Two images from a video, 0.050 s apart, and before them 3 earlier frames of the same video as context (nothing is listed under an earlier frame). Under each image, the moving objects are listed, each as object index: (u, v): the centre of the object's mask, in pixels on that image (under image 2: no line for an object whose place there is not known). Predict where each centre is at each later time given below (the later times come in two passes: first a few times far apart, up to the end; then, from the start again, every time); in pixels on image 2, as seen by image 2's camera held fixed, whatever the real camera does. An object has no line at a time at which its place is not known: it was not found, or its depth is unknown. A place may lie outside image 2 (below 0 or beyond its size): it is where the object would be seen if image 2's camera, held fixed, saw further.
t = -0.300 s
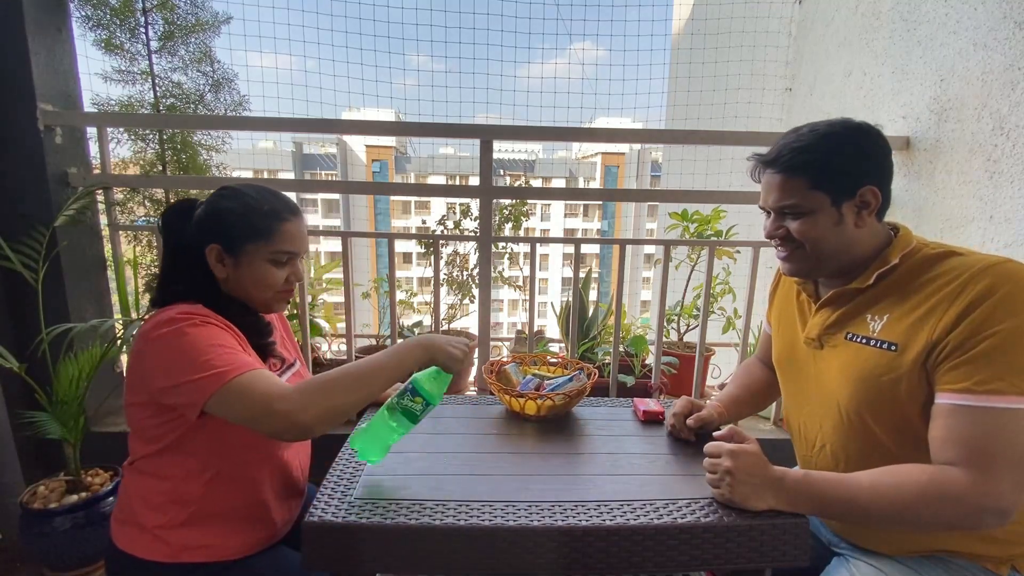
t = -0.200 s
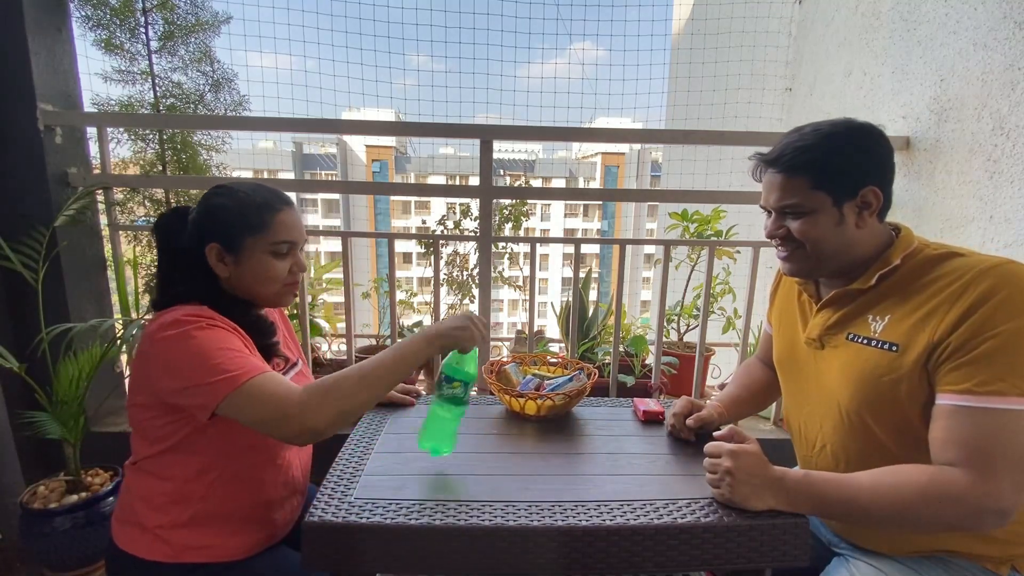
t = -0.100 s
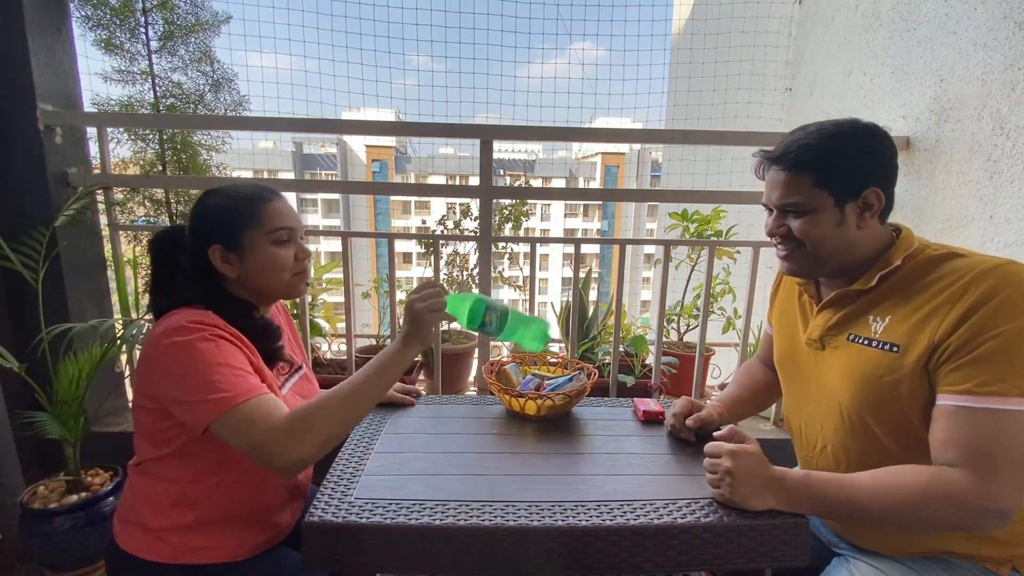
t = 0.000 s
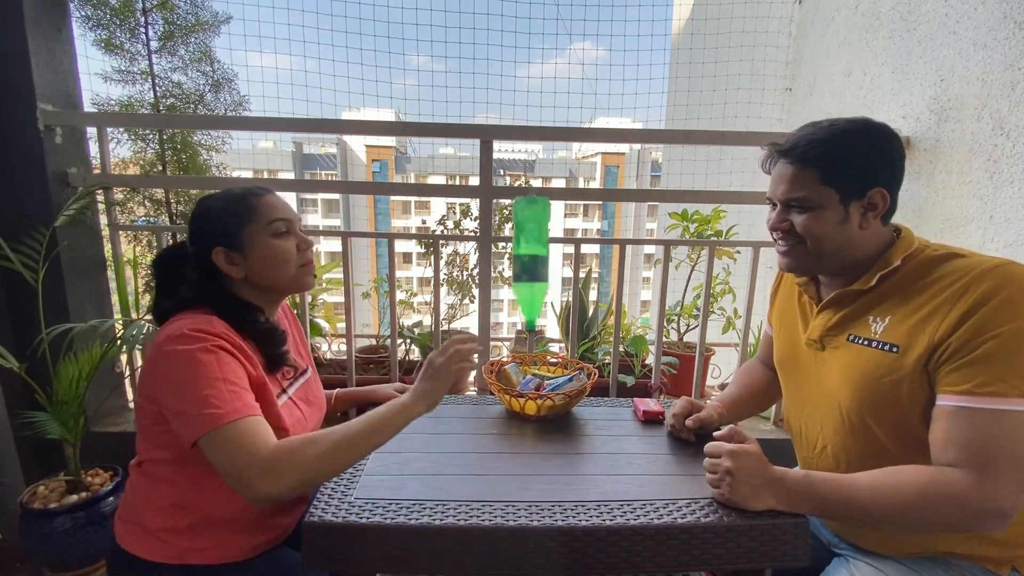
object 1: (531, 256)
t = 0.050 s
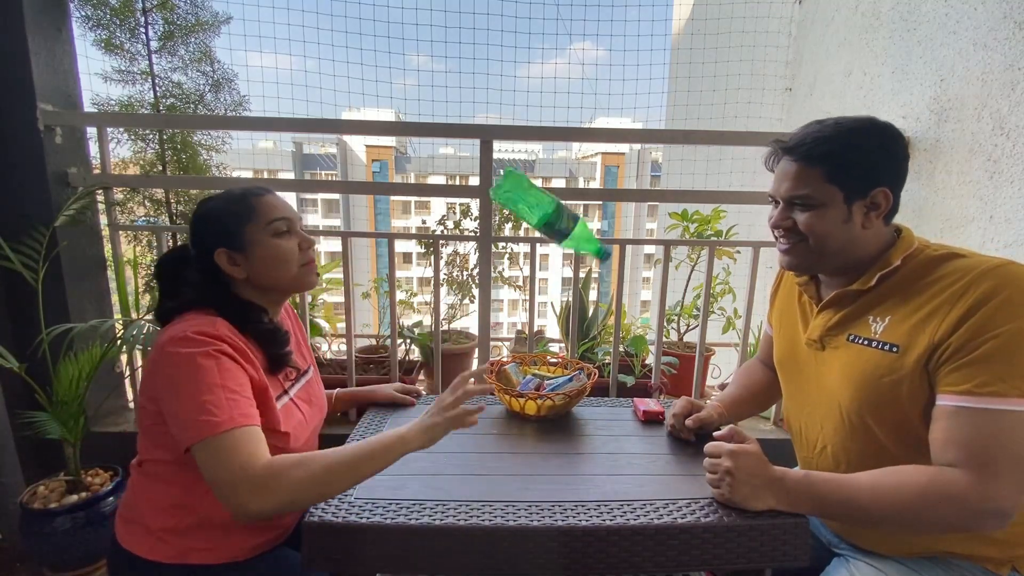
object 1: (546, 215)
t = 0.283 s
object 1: (503, 244)
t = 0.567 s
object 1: (488, 436)
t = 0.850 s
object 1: (481, 457)
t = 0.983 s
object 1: (478, 453)
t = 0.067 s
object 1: (546, 201)
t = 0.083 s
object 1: (542, 191)
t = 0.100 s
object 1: (539, 183)
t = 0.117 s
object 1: (535, 177)
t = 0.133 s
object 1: (531, 174)
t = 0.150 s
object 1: (528, 173)
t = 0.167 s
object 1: (524, 176)
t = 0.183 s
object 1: (521, 179)
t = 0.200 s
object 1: (517, 186)
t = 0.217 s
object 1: (514, 194)
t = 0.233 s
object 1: (511, 204)
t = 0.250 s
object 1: (509, 215)
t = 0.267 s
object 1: (506, 229)
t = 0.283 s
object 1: (503, 244)
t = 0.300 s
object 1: (501, 261)
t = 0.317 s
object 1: (498, 279)
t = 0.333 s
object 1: (497, 300)
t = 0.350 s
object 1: (495, 322)
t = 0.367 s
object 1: (493, 345)
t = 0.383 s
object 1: (487, 368)
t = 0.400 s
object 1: (486, 394)
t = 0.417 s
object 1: (485, 421)
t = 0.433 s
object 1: (483, 449)
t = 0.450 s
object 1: (482, 467)
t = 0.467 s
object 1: (484, 461)
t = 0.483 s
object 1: (486, 454)
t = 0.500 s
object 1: (487, 448)
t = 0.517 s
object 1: (487, 443)
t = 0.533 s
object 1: (486, 439)
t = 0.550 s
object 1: (487, 437)
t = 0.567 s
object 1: (488, 436)
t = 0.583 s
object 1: (488, 436)
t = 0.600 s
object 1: (488, 438)
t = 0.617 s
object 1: (487, 441)
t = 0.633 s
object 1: (486, 445)
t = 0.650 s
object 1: (485, 450)
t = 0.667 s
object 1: (484, 454)
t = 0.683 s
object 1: (482, 460)
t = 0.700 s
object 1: (482, 461)
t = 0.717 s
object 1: (481, 460)
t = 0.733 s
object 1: (481, 460)
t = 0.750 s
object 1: (481, 460)
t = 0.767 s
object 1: (481, 460)
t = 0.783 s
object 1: (482, 460)
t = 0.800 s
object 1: (481, 459)
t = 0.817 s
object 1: (481, 458)
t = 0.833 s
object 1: (481, 458)
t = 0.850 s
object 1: (481, 457)
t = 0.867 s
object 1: (480, 457)
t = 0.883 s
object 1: (480, 456)
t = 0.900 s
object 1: (479, 455)
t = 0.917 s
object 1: (479, 455)
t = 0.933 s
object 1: (478, 454)
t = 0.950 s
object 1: (478, 453)
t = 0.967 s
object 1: (478, 453)
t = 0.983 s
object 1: (478, 453)
